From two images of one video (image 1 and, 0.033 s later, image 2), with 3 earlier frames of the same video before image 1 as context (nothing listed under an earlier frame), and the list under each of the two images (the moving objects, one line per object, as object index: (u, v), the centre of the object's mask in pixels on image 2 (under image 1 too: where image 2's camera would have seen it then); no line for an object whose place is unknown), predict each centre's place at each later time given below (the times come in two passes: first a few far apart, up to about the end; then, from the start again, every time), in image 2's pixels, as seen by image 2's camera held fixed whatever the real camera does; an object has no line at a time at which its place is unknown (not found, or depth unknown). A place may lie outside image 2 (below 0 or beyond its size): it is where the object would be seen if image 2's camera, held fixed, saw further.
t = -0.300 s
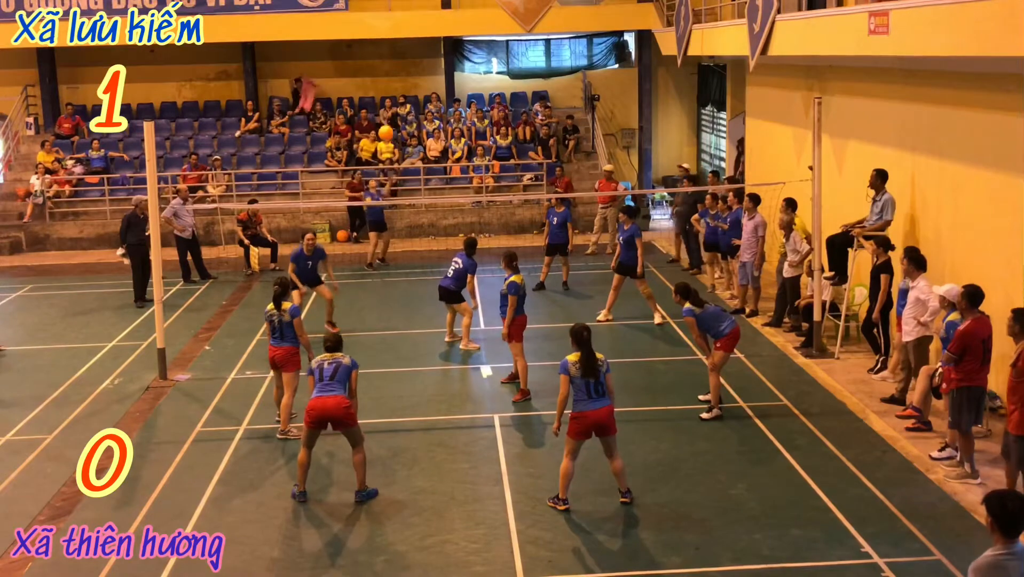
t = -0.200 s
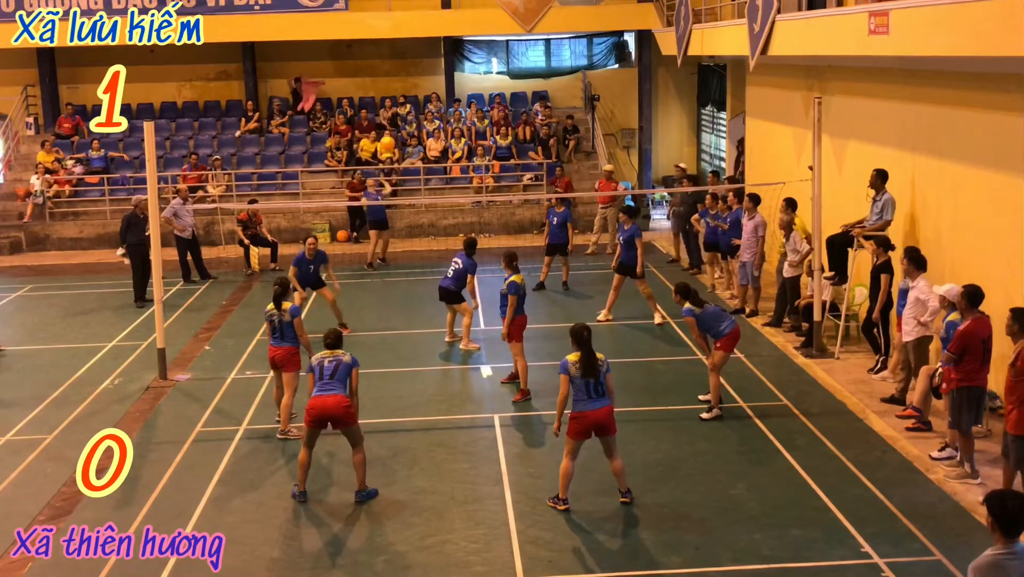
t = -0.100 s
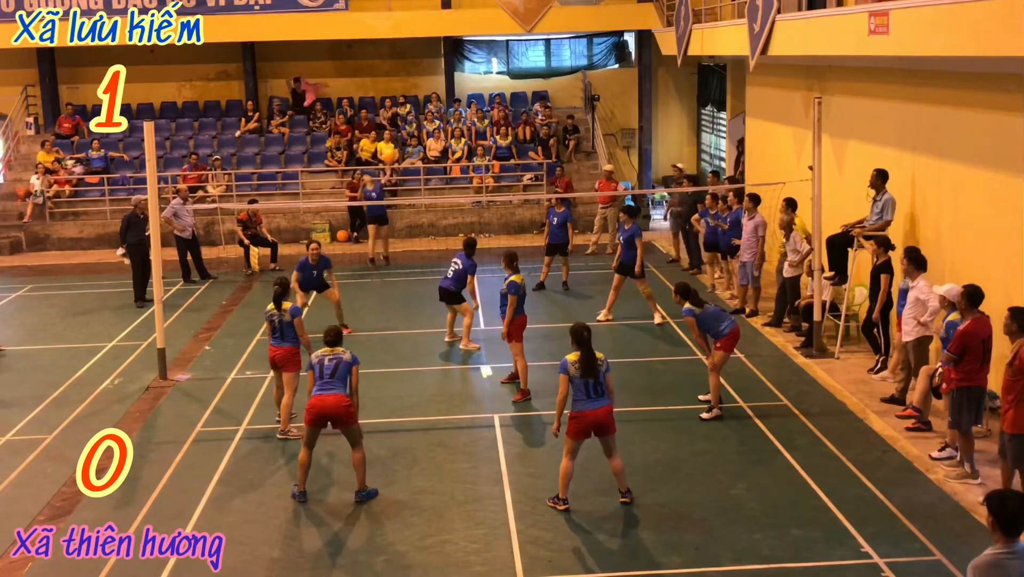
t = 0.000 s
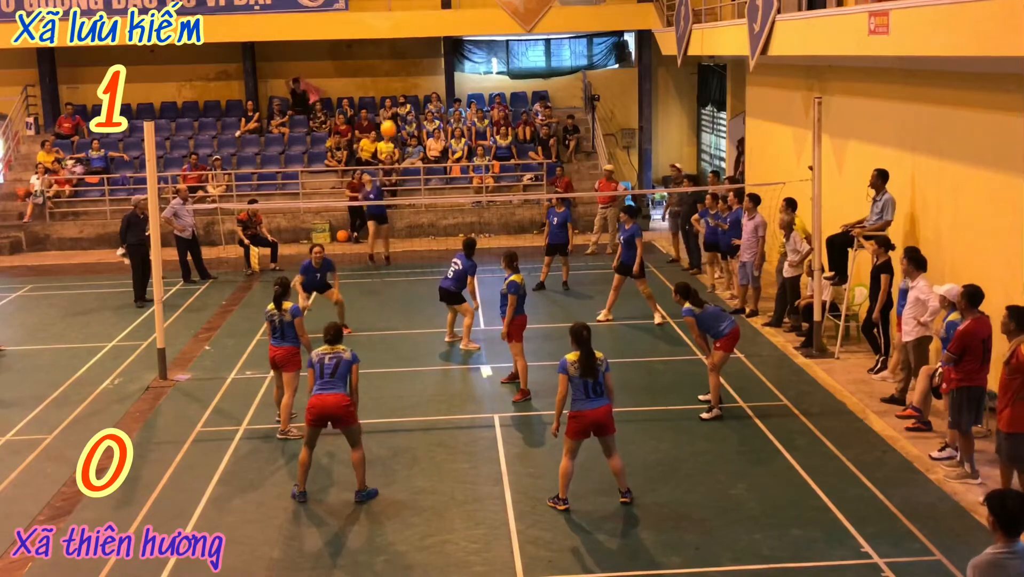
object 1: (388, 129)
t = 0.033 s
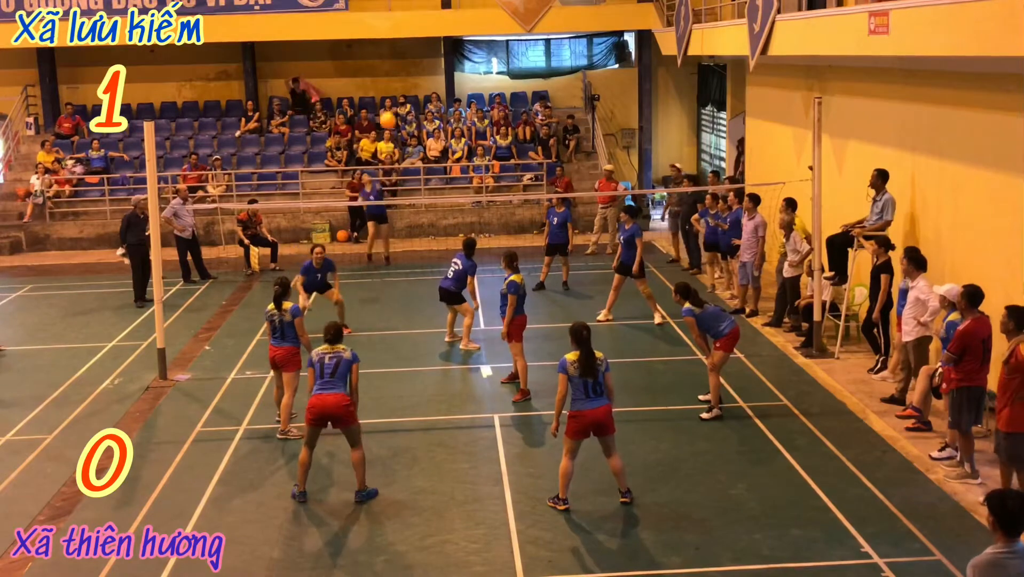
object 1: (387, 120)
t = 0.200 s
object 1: (390, 85)
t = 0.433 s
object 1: (400, 65)
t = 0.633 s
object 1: (413, 74)
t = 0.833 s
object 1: (435, 120)
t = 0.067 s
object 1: (387, 112)
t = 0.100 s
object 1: (387, 104)
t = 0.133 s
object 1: (388, 97)
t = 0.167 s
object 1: (389, 91)
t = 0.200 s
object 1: (390, 85)
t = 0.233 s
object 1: (391, 80)
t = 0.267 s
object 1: (392, 76)
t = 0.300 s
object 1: (394, 72)
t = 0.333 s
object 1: (395, 69)
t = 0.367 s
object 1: (397, 67)
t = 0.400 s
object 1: (398, 66)
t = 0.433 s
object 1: (400, 65)
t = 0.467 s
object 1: (401, 64)
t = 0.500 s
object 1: (403, 65)
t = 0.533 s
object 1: (405, 66)
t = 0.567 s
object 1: (407, 68)
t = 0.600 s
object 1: (410, 71)
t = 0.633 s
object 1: (413, 74)
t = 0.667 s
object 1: (416, 80)
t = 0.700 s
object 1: (420, 86)
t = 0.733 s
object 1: (423, 93)
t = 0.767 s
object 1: (427, 101)
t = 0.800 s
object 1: (431, 110)
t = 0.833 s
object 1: (435, 120)
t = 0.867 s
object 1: (439, 132)
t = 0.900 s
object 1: (443, 146)
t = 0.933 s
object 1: (447, 159)
